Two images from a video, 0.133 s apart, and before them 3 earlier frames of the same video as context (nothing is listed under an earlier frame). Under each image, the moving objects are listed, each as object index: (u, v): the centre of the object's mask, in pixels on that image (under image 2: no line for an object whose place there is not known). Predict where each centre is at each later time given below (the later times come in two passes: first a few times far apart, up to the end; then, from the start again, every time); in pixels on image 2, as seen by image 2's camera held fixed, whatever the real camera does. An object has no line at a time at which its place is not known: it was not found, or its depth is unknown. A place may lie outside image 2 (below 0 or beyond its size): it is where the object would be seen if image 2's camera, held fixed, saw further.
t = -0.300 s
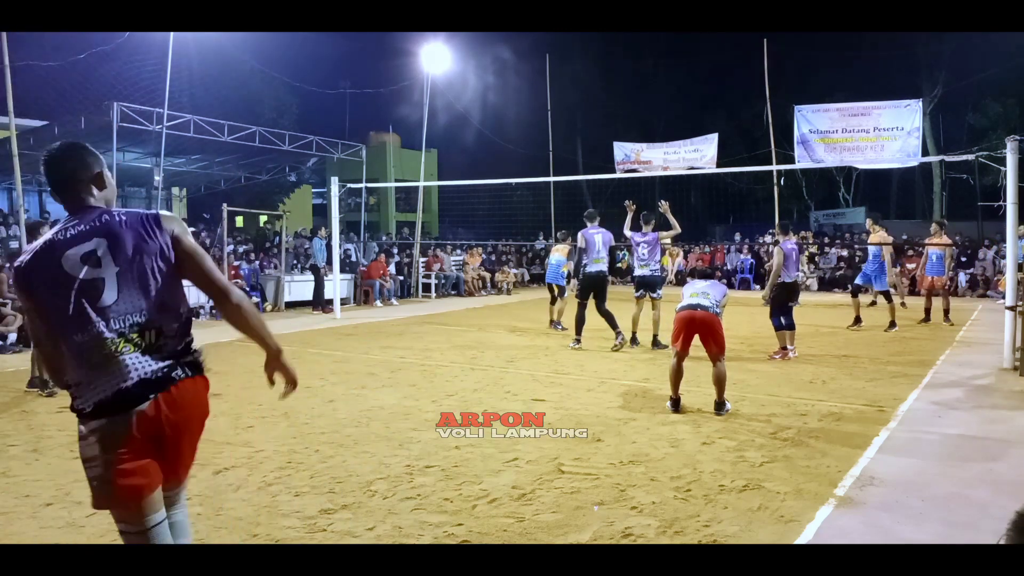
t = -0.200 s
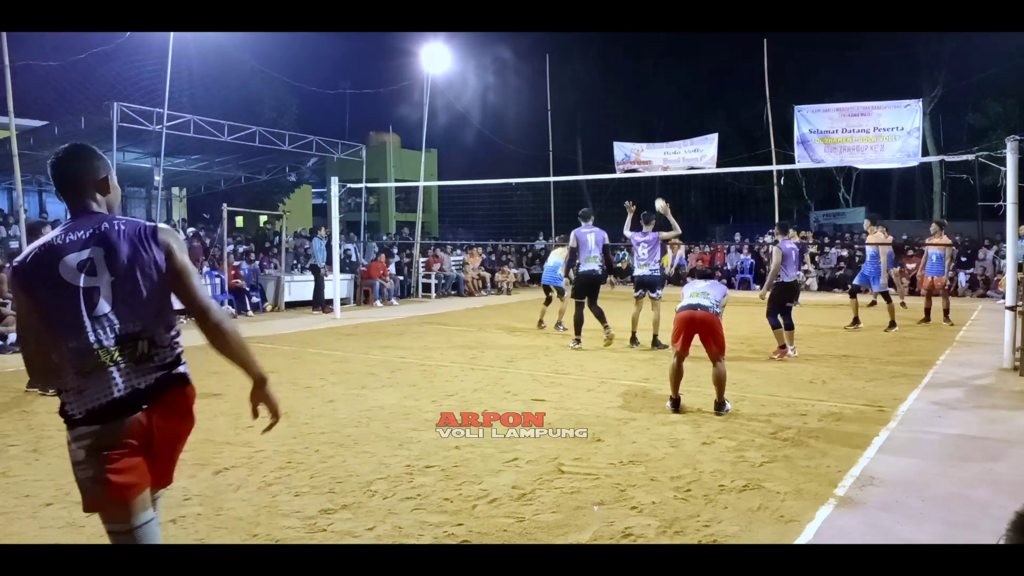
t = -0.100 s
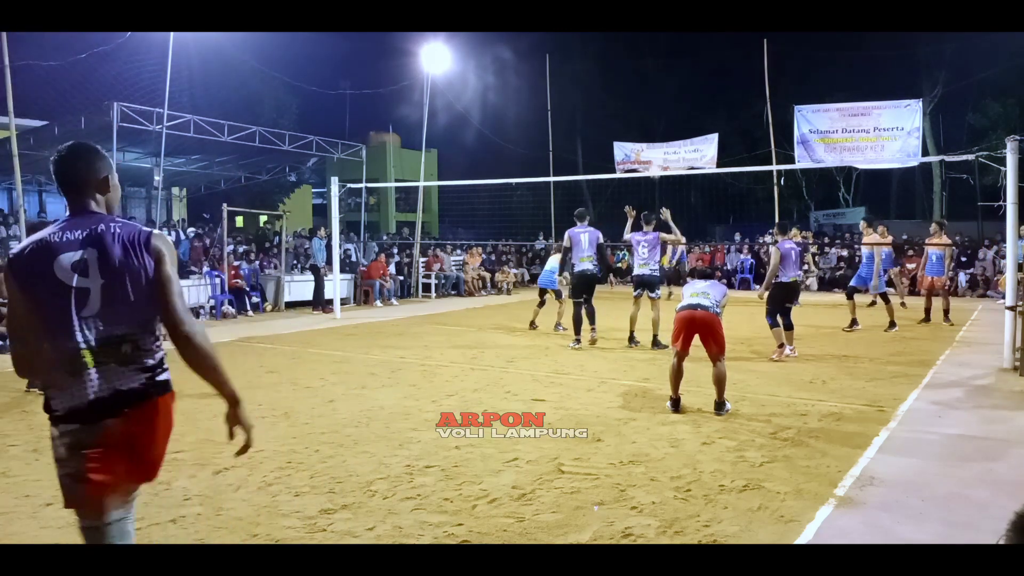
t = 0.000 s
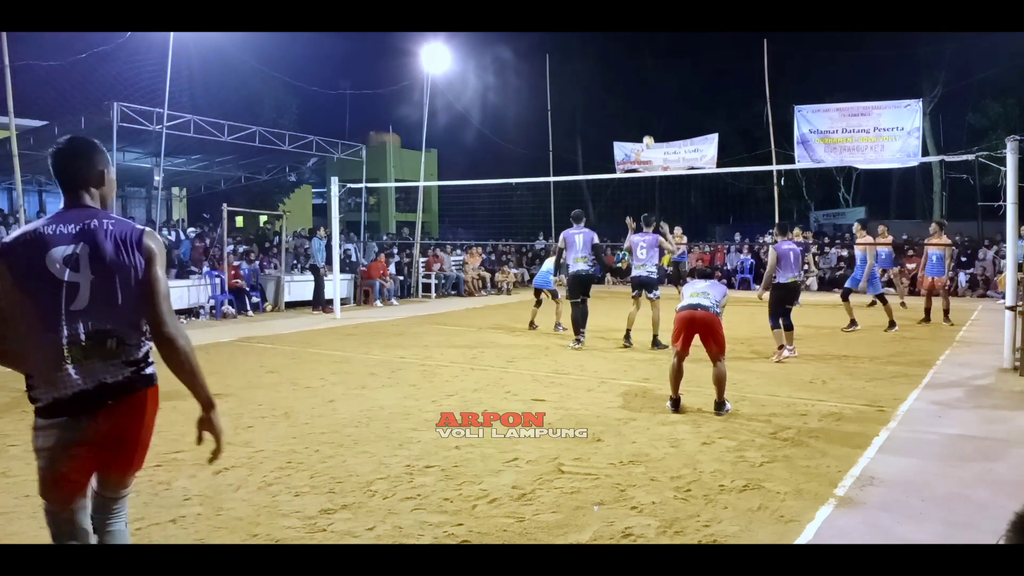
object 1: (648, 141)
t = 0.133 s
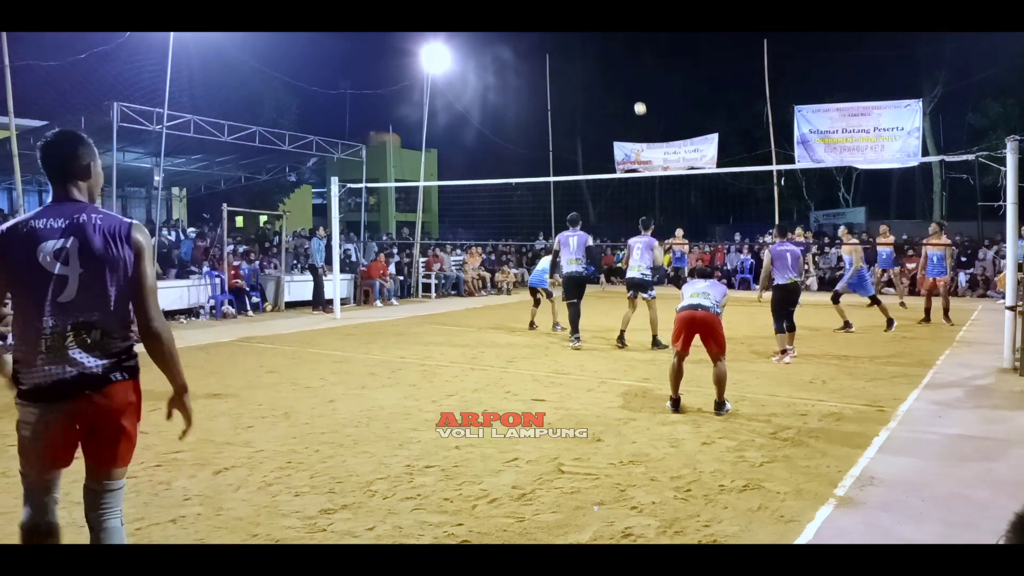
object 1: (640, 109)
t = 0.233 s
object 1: (633, 88)
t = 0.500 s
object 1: (614, 56)
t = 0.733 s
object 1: (595, 57)
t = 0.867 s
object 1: (583, 72)
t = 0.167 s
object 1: (638, 101)
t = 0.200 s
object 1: (636, 95)
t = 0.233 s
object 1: (633, 88)
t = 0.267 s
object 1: (631, 82)
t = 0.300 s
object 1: (629, 77)
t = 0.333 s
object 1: (626, 72)
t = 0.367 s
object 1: (624, 68)
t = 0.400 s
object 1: (621, 64)
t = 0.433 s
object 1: (619, 61)
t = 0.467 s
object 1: (616, 58)
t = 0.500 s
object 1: (614, 56)
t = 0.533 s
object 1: (611, 54)
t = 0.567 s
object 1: (609, 53)
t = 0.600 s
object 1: (606, 53)
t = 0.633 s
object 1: (603, 53)
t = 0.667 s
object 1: (600, 54)
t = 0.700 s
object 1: (598, 55)
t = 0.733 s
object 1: (595, 57)
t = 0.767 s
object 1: (592, 60)
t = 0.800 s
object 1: (589, 63)
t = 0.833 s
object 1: (586, 67)
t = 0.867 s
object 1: (583, 72)
